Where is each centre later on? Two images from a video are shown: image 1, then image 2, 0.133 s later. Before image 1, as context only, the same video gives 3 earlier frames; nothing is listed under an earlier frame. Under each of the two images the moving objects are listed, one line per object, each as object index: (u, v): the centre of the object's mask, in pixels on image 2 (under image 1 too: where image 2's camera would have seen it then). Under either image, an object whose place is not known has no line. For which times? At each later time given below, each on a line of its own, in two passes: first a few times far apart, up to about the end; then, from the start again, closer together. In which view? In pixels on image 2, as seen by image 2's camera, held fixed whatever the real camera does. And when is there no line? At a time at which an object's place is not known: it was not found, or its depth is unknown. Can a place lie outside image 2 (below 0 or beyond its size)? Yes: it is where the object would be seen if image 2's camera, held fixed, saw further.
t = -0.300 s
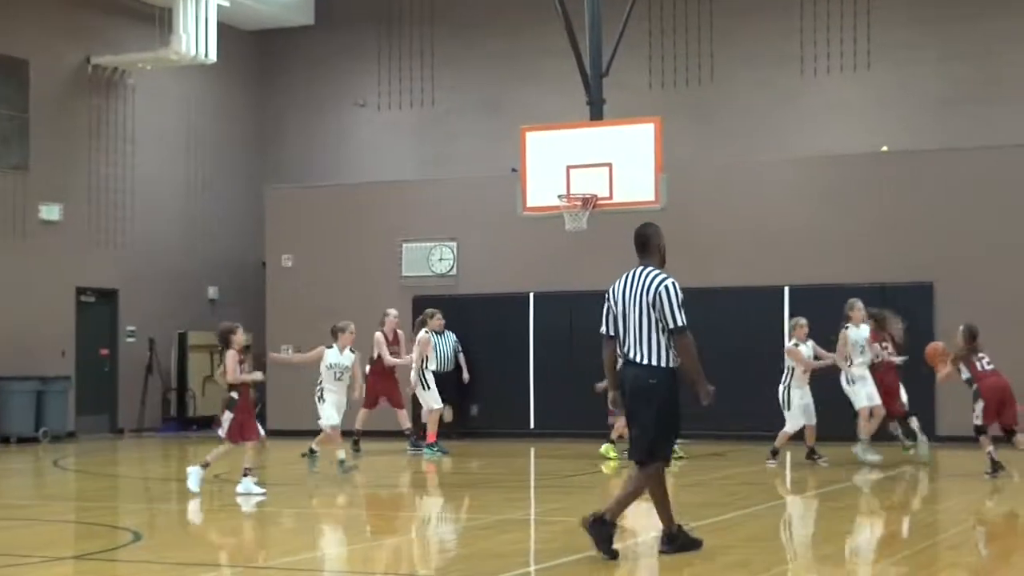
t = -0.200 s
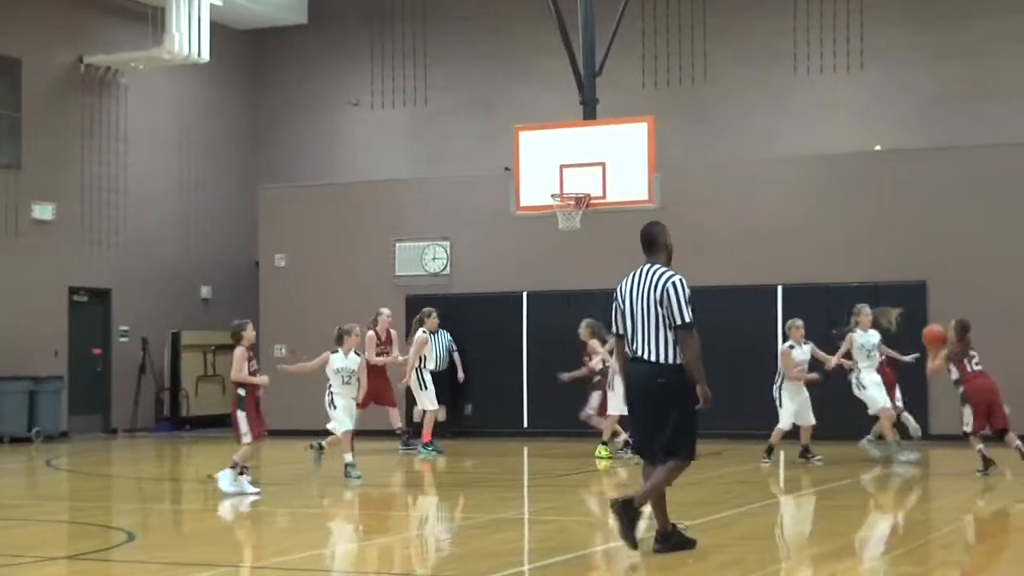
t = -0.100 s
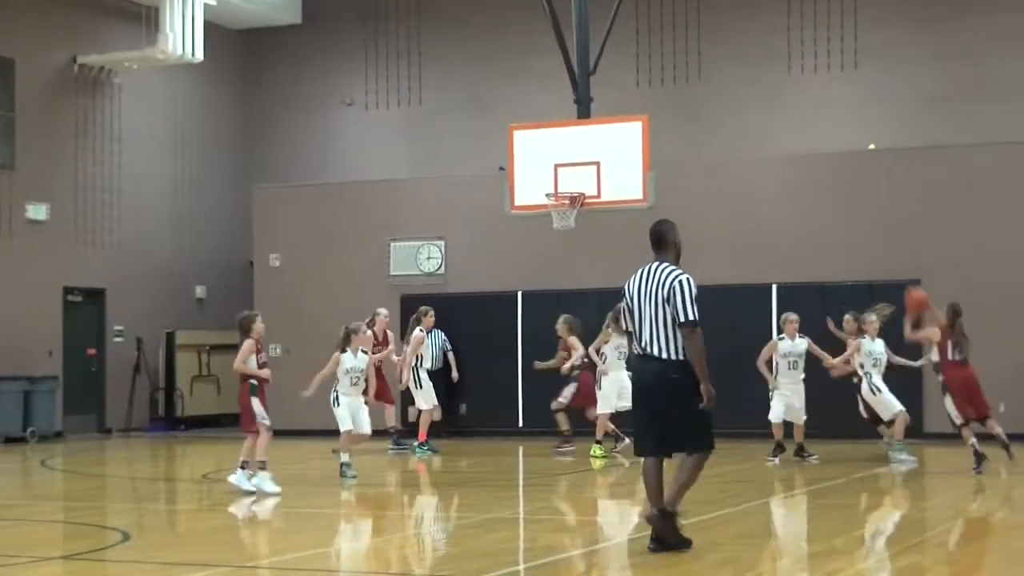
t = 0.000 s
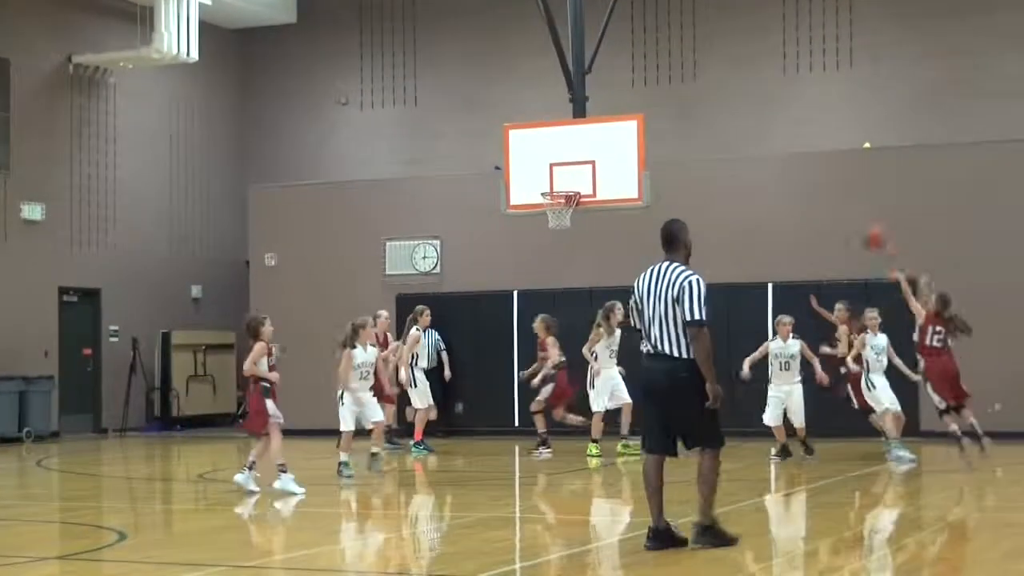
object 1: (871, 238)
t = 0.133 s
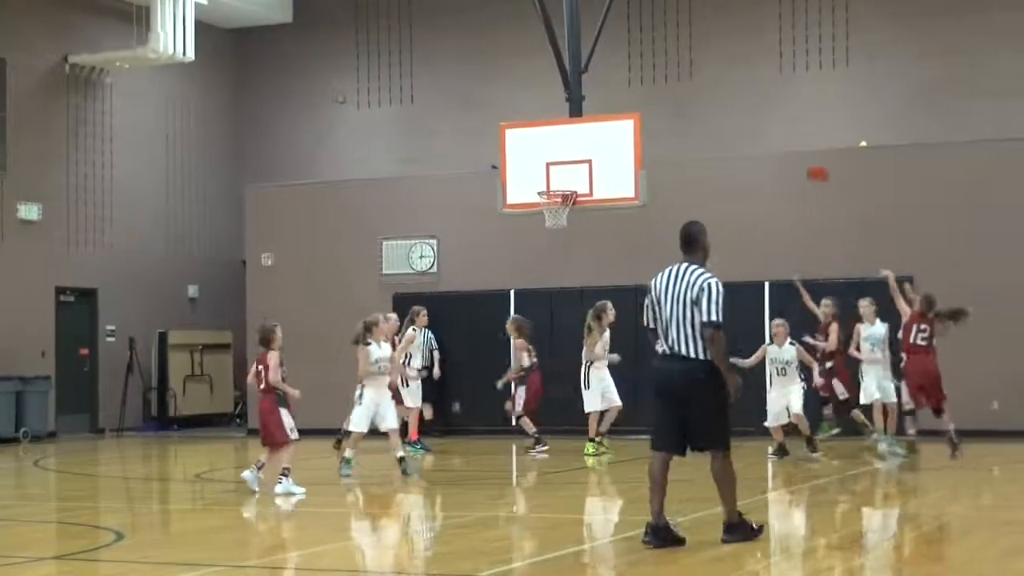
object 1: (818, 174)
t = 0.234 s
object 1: (781, 138)
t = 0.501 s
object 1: (694, 96)
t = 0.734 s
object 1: (628, 114)
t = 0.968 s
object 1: (569, 176)
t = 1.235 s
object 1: (558, 138)
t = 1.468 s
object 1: (553, 139)
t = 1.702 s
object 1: (549, 190)
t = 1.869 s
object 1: (546, 258)
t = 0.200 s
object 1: (793, 149)
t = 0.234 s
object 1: (781, 138)
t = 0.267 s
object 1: (770, 128)
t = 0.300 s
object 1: (758, 120)
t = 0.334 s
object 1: (747, 114)
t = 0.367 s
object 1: (735, 108)
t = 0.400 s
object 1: (724, 103)
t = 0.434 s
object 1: (714, 100)
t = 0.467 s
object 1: (704, 98)
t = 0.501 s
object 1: (694, 96)
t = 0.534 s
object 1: (684, 97)
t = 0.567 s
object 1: (676, 98)
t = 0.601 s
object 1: (664, 100)
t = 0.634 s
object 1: (656, 102)
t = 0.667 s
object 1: (647, 106)
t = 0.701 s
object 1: (637, 109)
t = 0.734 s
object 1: (628, 114)
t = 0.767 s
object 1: (619, 121)
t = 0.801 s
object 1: (610, 129)
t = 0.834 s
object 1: (602, 137)
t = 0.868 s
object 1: (593, 146)
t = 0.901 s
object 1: (585, 155)
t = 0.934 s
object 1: (577, 166)
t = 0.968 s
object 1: (569, 176)
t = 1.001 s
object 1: (563, 181)
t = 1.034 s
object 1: (563, 173)
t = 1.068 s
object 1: (561, 165)
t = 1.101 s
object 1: (561, 157)
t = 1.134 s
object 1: (560, 151)
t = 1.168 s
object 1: (559, 146)
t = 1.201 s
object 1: (559, 141)
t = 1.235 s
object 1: (558, 138)
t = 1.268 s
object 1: (557, 135)
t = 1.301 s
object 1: (557, 134)
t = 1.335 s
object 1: (556, 134)
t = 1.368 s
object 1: (556, 133)
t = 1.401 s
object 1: (555, 134)
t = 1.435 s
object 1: (554, 136)
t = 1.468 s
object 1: (553, 139)
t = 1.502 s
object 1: (553, 143)
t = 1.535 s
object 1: (552, 149)
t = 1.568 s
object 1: (552, 155)
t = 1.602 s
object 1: (552, 162)
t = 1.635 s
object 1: (551, 170)
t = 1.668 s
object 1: (550, 179)
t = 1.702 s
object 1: (549, 190)
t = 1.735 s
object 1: (547, 201)
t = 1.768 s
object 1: (549, 215)
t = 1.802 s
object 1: (547, 229)
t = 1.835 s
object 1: (548, 242)
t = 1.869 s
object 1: (546, 258)
